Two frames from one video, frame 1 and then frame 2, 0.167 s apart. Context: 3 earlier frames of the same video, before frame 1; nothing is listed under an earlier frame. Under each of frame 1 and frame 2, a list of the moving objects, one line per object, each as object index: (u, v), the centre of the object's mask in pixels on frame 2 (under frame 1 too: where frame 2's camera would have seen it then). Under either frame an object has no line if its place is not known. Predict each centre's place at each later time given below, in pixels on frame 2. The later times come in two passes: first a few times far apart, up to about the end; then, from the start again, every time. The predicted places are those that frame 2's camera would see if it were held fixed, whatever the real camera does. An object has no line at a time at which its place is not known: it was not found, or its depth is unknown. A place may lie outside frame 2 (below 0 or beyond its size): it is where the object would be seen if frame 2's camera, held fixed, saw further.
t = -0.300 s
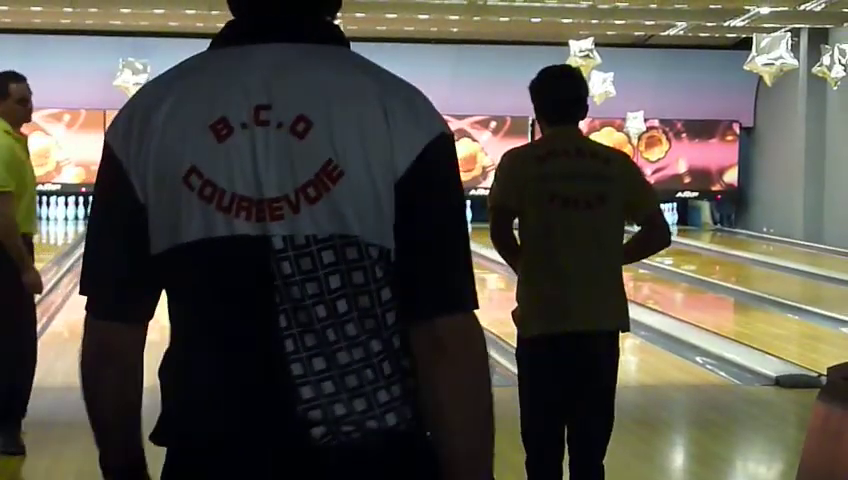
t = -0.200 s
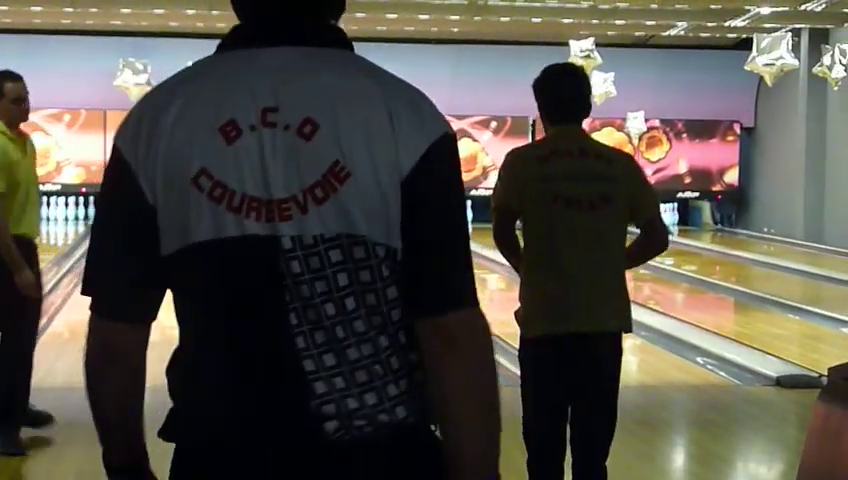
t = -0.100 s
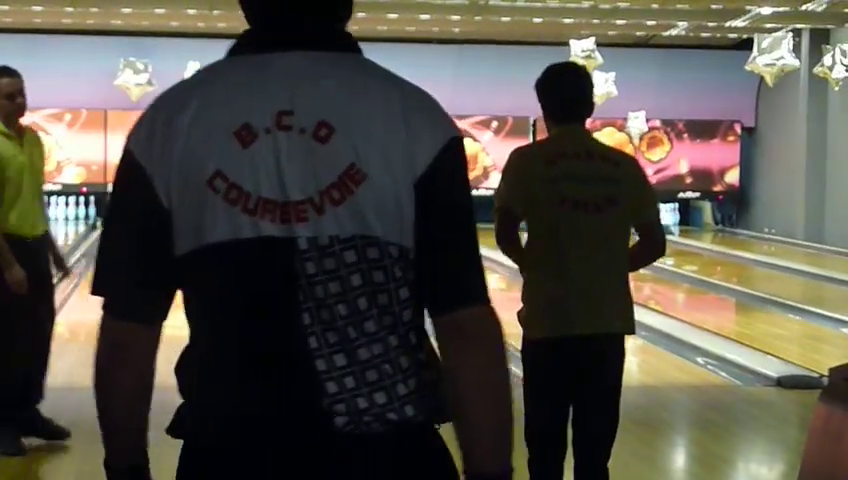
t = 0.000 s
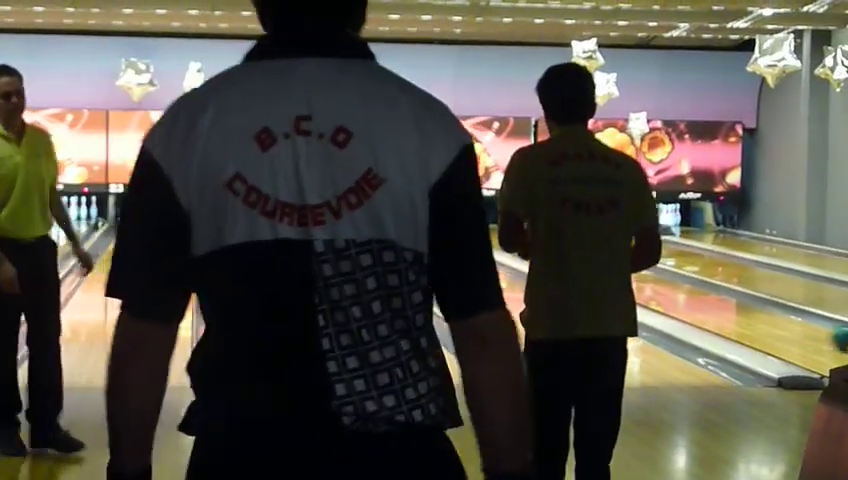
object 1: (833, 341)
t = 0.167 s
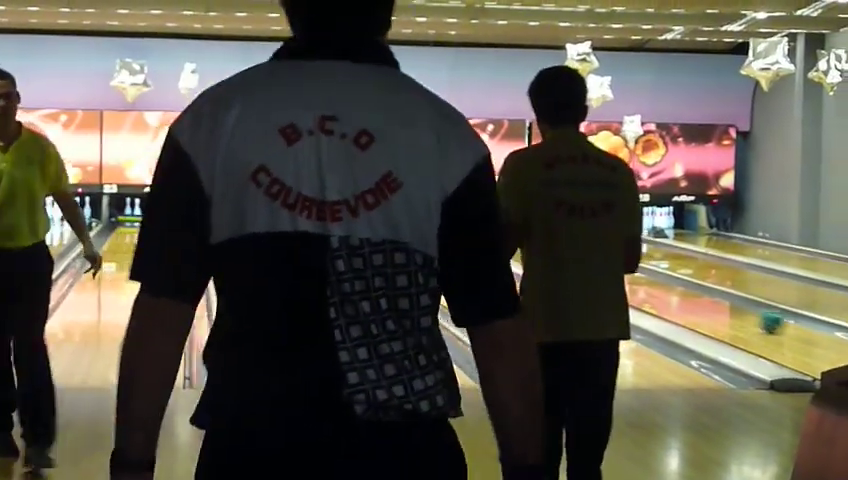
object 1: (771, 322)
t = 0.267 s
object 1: (736, 312)
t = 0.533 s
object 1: (664, 288)
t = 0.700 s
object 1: (626, 277)
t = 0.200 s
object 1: (760, 318)
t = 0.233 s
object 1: (749, 316)
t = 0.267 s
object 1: (736, 312)
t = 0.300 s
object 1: (726, 308)
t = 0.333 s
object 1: (716, 306)
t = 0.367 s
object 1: (706, 302)
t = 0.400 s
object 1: (698, 299)
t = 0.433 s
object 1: (689, 296)
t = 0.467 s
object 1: (680, 293)
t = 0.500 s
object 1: (671, 291)
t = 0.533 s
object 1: (664, 288)
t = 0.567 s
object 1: (656, 286)
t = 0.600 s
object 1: (647, 283)
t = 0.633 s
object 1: (639, 281)
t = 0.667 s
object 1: (634, 279)
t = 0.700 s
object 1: (626, 277)
